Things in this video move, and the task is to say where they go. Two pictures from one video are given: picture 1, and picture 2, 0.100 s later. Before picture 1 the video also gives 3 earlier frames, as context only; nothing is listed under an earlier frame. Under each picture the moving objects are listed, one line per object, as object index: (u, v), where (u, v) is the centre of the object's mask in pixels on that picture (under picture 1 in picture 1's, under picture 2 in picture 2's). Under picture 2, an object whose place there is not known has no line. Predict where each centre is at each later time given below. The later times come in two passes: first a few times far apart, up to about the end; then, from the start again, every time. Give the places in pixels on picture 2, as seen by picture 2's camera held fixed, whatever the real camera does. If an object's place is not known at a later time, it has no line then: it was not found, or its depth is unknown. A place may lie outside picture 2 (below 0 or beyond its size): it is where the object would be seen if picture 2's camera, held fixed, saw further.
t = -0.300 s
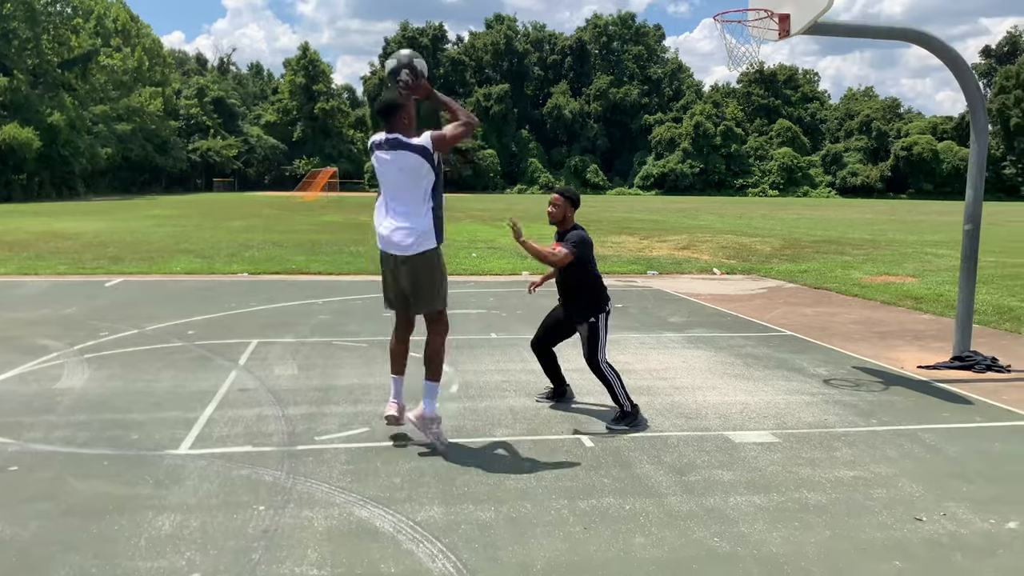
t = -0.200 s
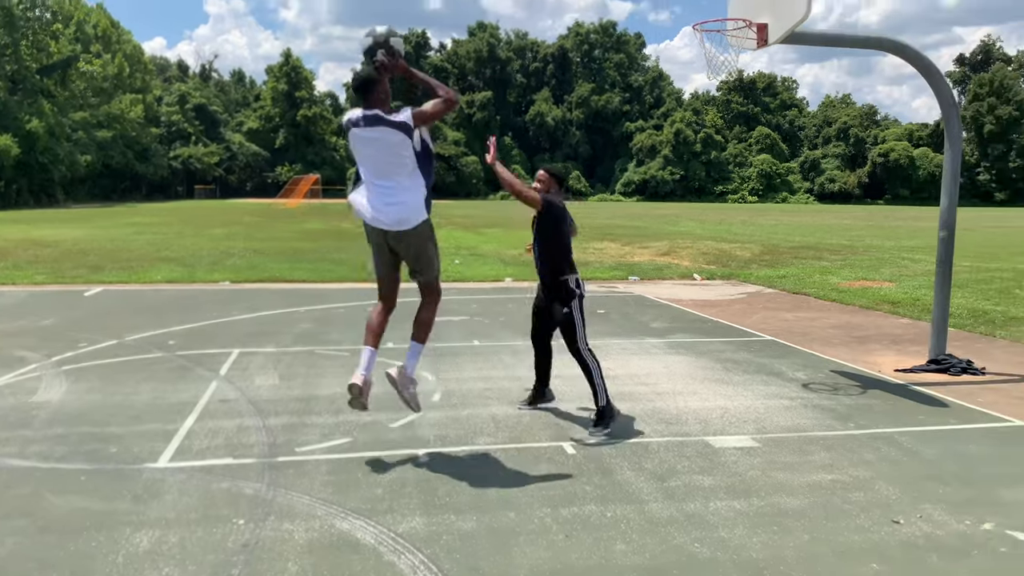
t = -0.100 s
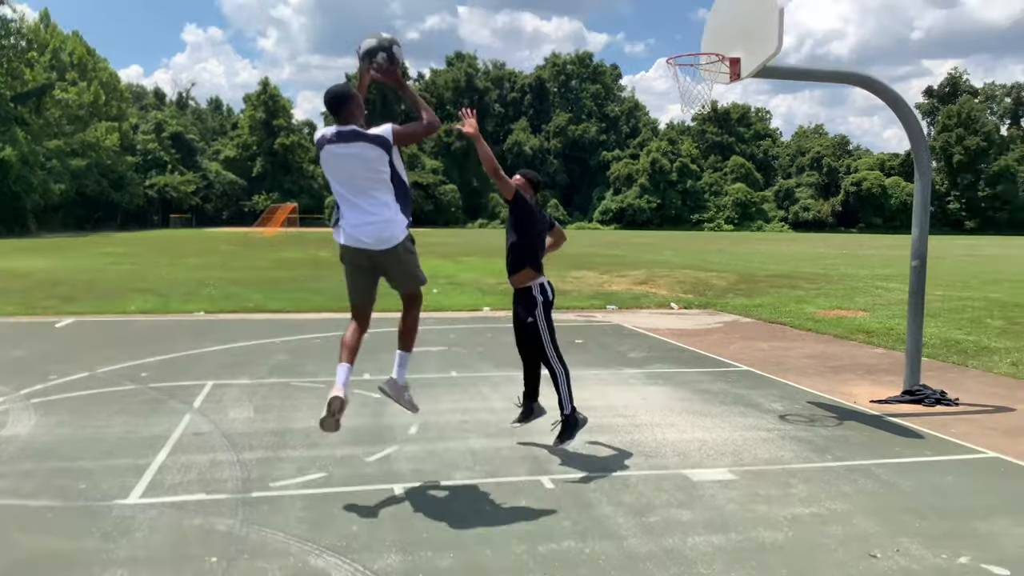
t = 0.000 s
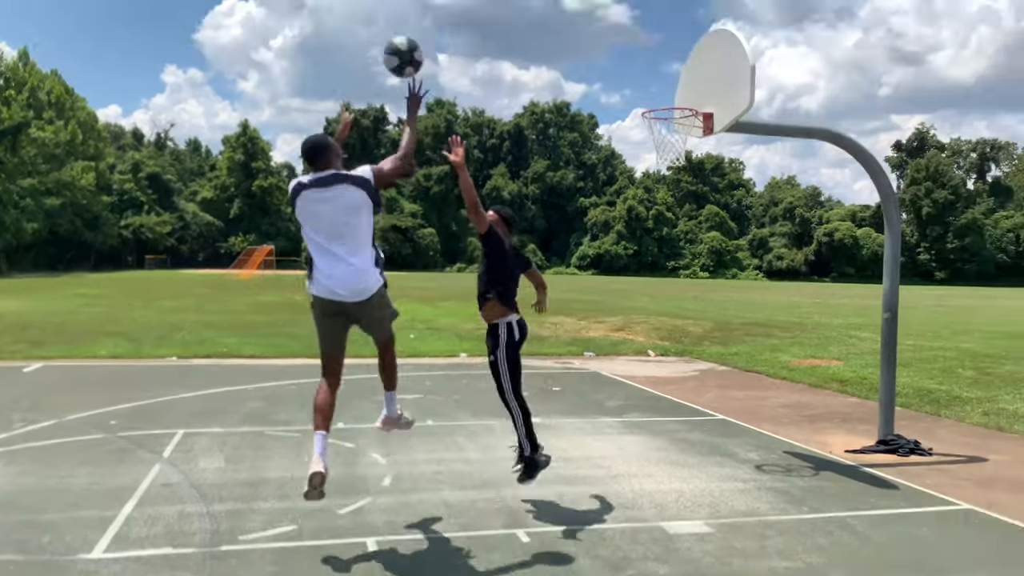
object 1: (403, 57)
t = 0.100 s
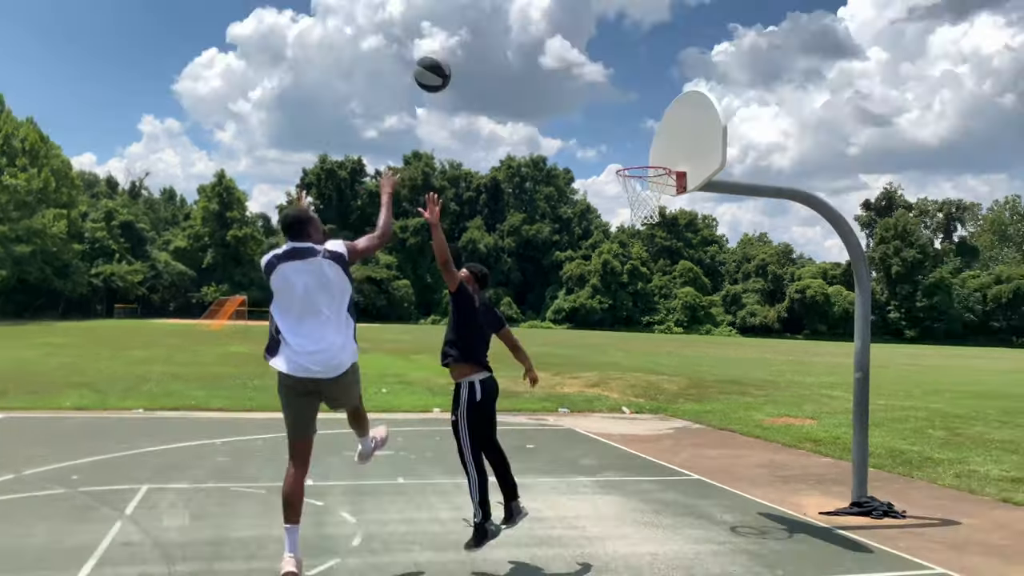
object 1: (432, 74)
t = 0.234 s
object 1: (492, 51)
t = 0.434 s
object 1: (562, 61)
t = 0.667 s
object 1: (624, 129)
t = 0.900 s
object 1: (655, 197)
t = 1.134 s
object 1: (651, 237)
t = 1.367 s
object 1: (646, 333)
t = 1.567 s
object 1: (642, 460)
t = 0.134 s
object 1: (448, 66)
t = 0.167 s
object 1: (463, 57)
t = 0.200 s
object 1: (478, 52)
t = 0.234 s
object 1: (492, 51)
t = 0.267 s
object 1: (504, 49)
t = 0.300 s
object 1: (516, 49)
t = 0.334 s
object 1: (528, 50)
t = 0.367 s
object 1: (539, 53)
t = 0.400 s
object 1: (551, 57)
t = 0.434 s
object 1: (562, 61)
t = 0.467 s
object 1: (572, 68)
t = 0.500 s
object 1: (581, 76)
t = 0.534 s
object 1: (591, 85)
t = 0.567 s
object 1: (600, 93)
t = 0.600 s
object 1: (609, 104)
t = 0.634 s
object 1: (616, 117)
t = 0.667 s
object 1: (624, 129)
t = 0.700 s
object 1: (632, 142)
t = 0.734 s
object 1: (639, 157)
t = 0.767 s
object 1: (645, 173)
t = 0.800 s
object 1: (650, 188)
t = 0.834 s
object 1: (656, 198)
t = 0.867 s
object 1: (655, 196)
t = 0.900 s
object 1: (655, 197)
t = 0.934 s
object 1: (656, 200)
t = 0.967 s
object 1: (656, 204)
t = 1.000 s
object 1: (655, 208)
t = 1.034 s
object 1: (654, 215)
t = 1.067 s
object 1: (654, 220)
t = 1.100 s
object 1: (654, 228)
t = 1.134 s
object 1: (651, 237)
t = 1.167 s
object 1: (650, 247)
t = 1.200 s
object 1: (649, 258)
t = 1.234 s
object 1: (648, 272)
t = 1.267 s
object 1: (648, 286)
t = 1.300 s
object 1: (647, 300)
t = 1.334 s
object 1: (646, 316)
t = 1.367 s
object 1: (646, 333)
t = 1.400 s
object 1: (646, 352)
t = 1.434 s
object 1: (645, 371)
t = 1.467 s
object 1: (644, 391)
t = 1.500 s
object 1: (643, 414)
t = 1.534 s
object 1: (642, 437)
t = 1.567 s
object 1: (642, 460)
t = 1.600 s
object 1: (640, 486)
